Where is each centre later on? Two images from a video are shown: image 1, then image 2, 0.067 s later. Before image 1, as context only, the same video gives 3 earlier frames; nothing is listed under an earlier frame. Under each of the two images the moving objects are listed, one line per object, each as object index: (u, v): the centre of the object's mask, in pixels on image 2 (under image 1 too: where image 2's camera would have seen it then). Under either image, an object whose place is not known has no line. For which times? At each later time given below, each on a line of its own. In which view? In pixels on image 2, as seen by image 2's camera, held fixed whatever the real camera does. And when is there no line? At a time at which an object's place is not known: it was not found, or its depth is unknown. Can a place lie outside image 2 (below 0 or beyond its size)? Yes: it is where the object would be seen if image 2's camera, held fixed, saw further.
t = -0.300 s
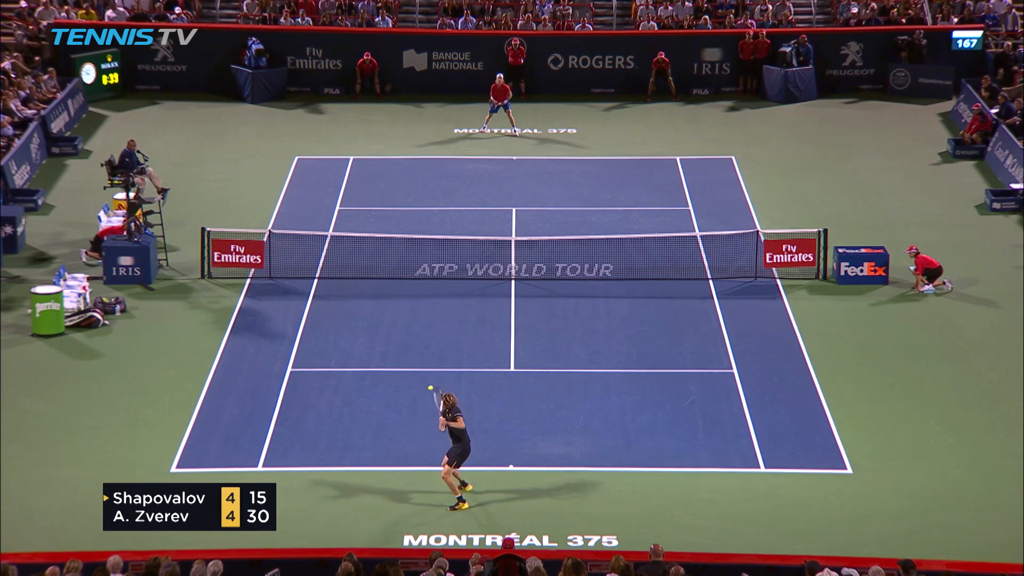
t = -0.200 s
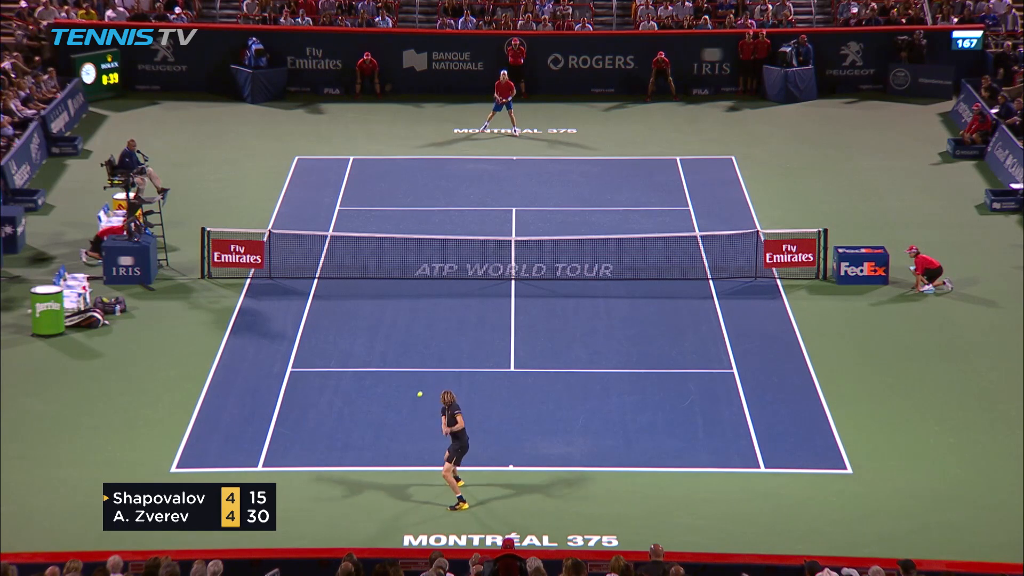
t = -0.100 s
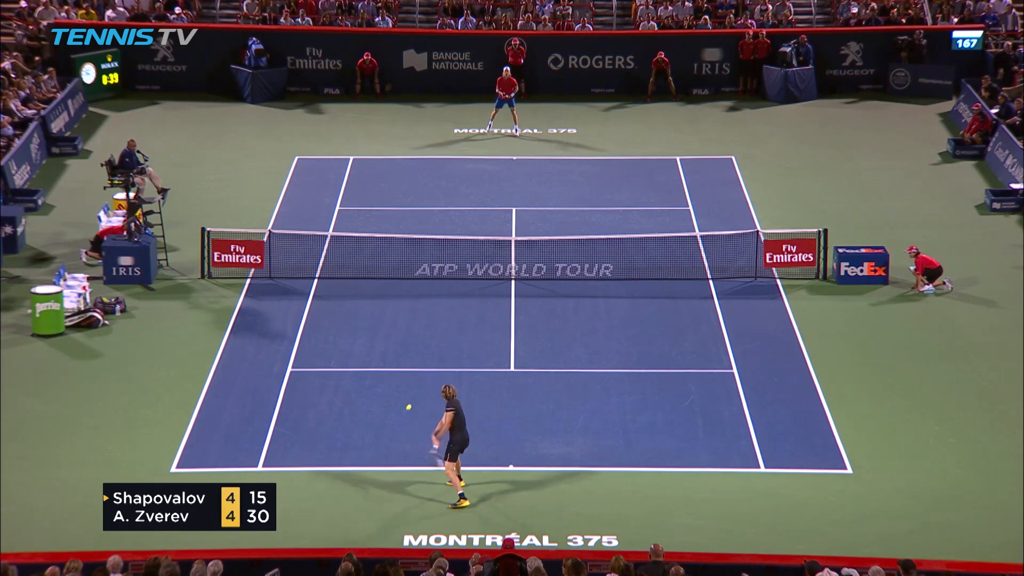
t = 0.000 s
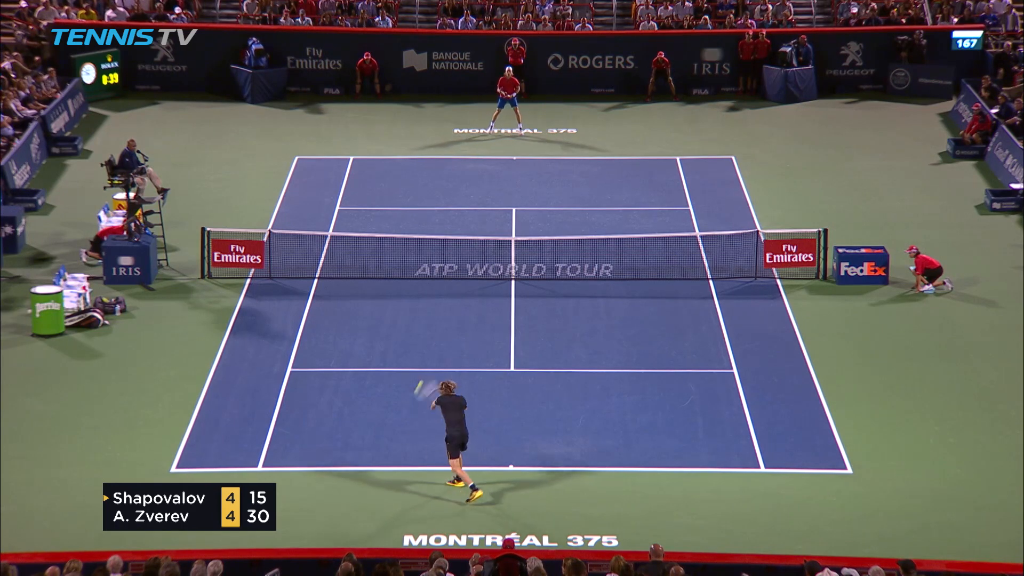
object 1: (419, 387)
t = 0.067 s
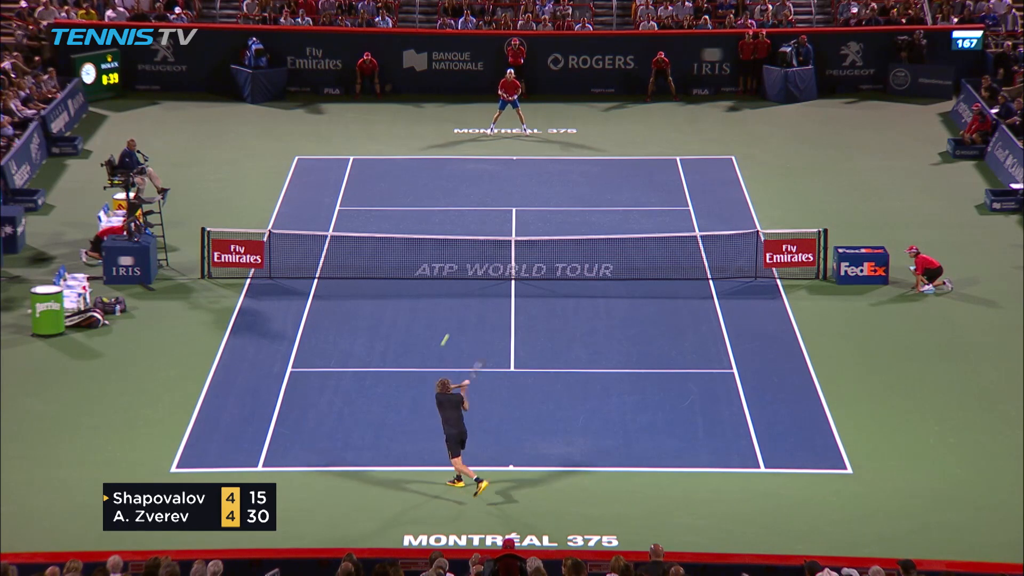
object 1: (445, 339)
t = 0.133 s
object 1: (467, 301)
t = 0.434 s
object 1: (541, 203)
